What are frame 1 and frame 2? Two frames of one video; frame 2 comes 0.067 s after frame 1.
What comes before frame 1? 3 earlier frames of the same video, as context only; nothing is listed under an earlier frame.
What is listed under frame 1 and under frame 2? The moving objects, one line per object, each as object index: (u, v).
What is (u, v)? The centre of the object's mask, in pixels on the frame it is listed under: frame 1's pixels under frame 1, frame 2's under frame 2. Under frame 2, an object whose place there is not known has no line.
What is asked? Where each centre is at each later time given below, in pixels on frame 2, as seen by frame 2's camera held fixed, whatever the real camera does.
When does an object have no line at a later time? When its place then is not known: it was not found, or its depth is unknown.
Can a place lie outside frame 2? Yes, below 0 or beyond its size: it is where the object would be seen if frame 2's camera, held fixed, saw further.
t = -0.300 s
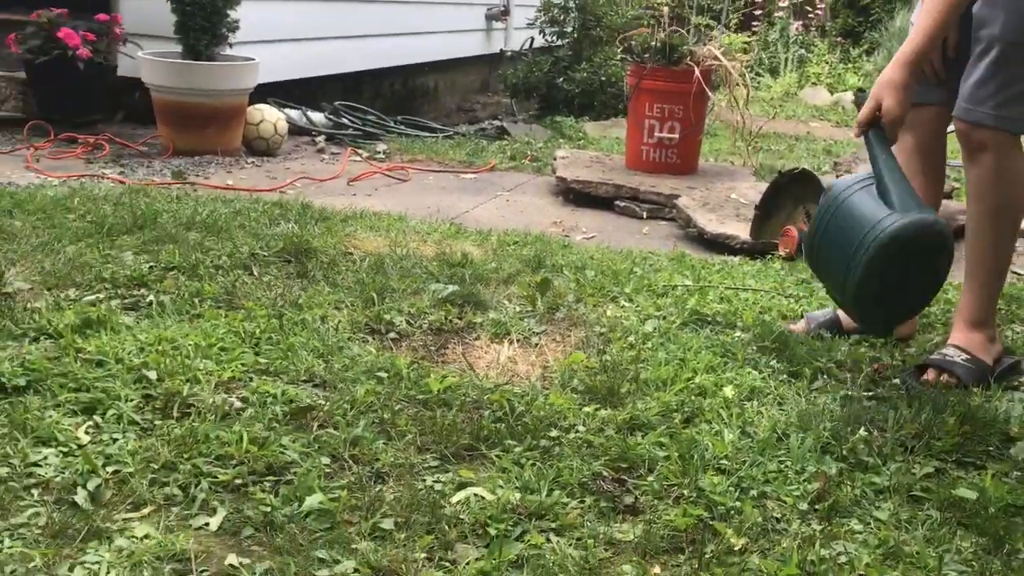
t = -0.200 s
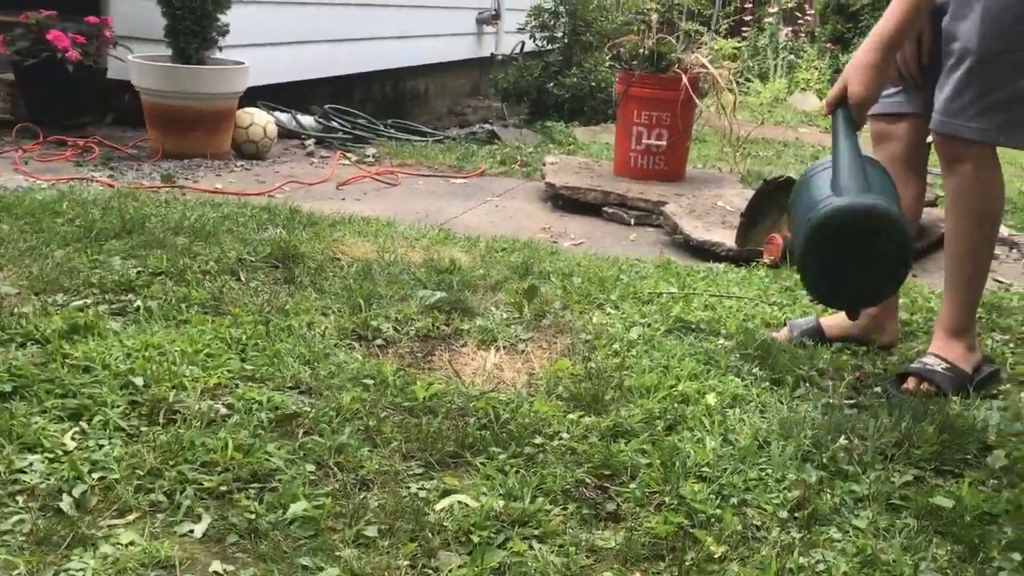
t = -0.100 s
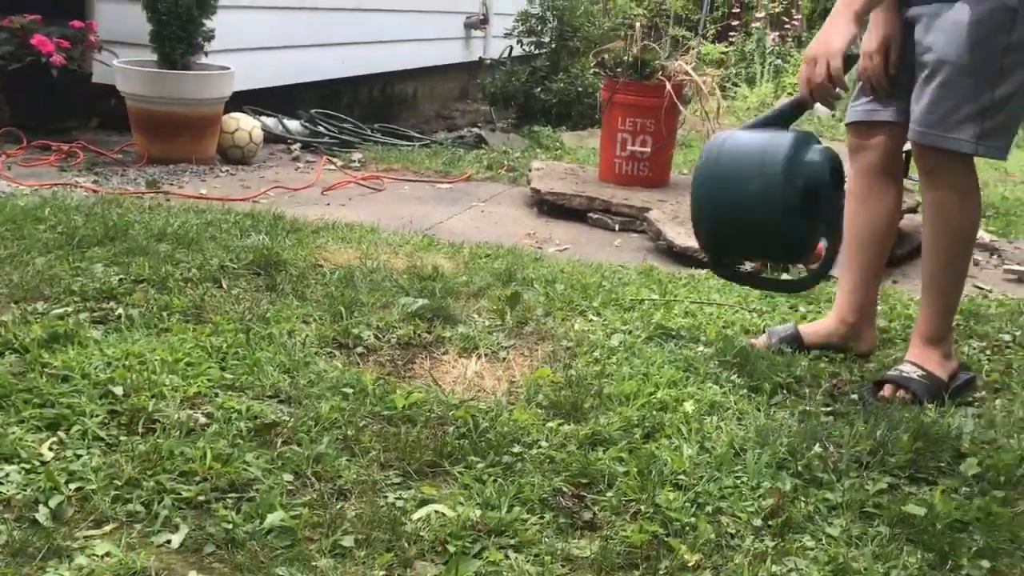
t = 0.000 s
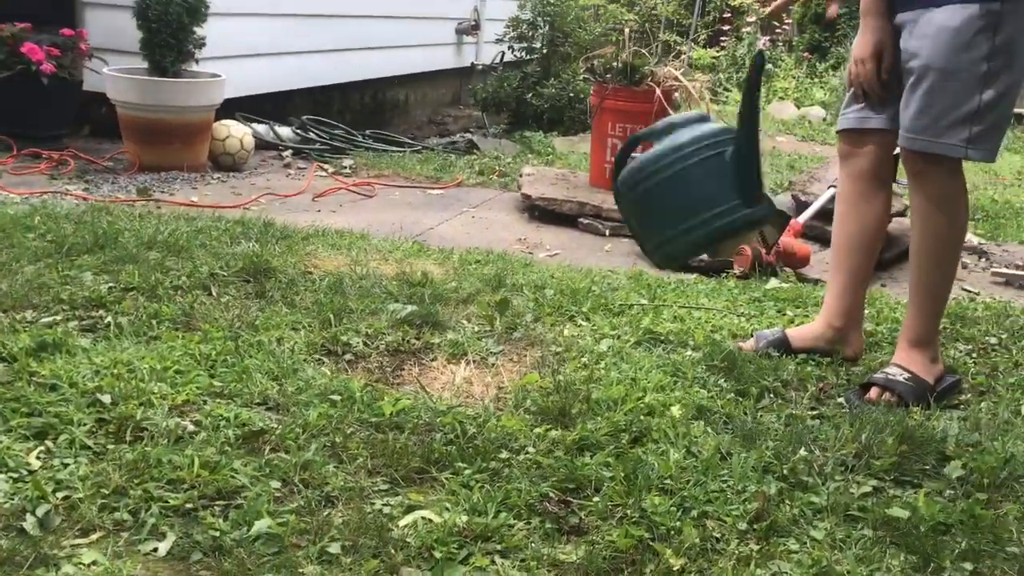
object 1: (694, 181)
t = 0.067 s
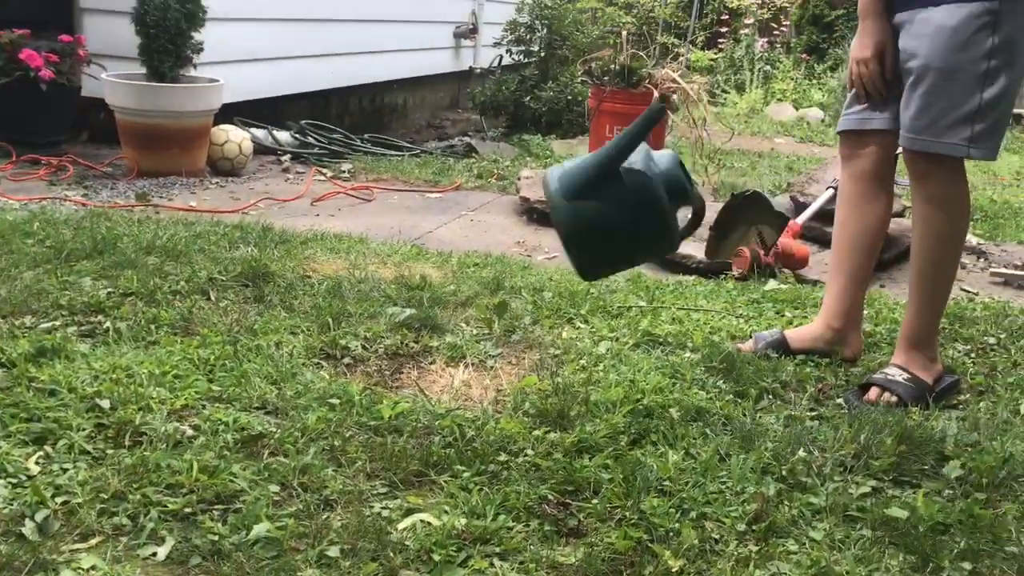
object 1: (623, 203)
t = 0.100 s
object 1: (592, 224)
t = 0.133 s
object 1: (569, 246)
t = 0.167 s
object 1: (541, 286)
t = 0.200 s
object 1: (520, 325)
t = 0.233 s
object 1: (488, 357)
